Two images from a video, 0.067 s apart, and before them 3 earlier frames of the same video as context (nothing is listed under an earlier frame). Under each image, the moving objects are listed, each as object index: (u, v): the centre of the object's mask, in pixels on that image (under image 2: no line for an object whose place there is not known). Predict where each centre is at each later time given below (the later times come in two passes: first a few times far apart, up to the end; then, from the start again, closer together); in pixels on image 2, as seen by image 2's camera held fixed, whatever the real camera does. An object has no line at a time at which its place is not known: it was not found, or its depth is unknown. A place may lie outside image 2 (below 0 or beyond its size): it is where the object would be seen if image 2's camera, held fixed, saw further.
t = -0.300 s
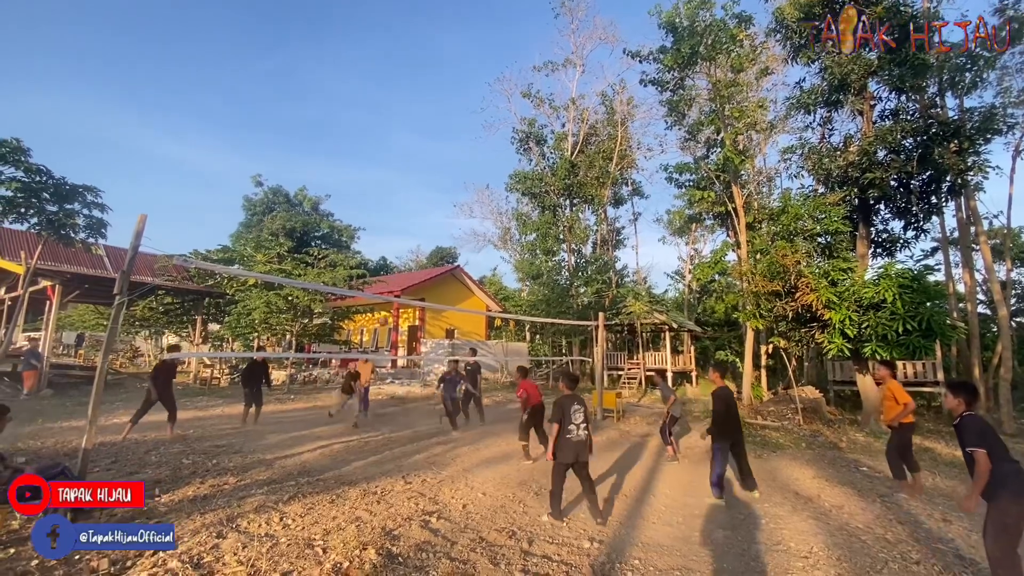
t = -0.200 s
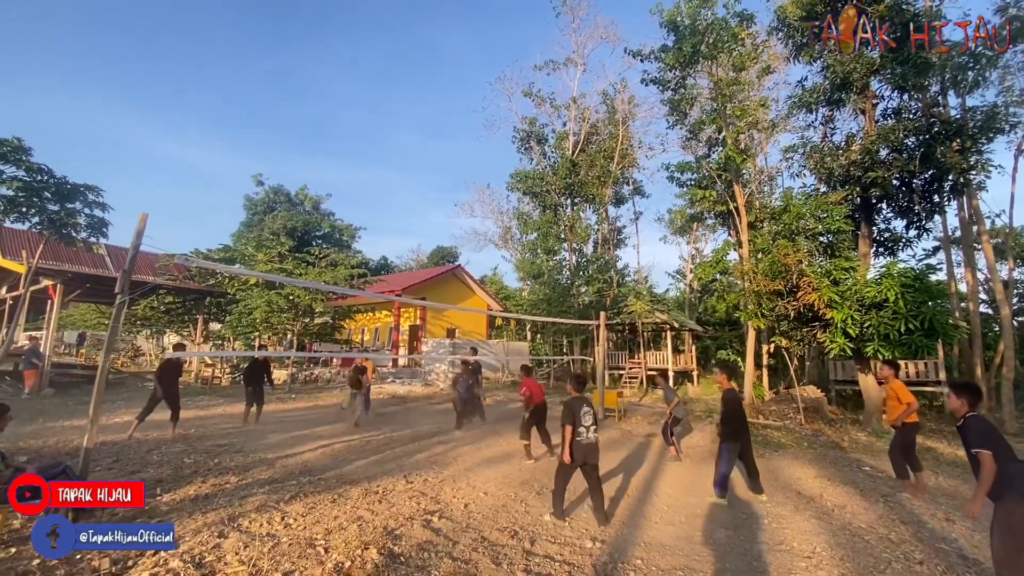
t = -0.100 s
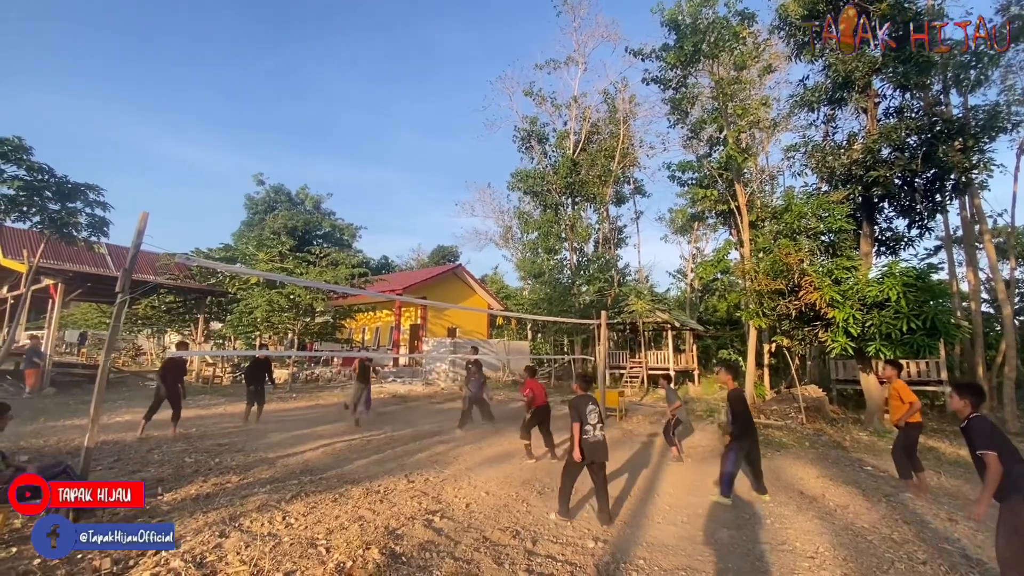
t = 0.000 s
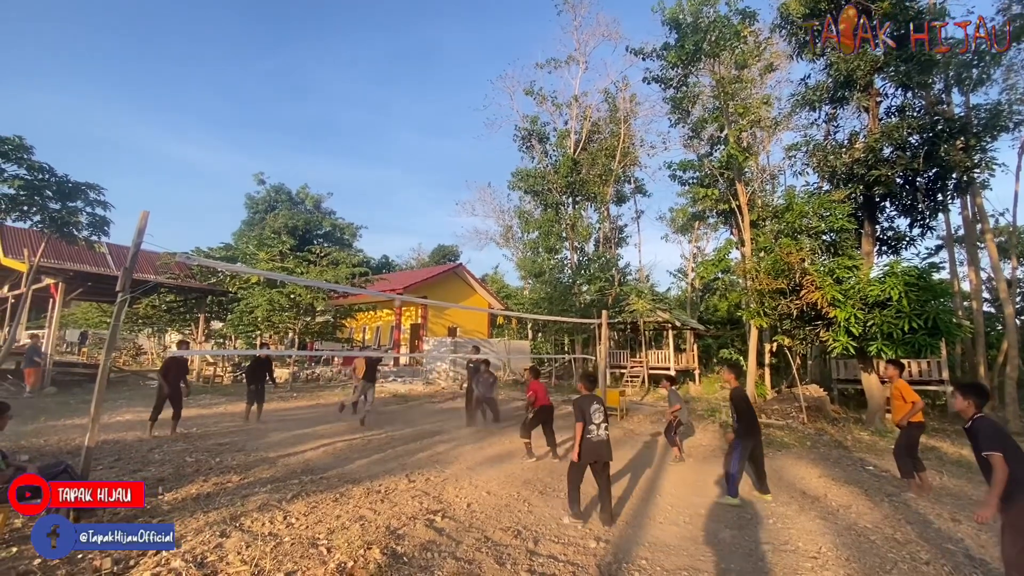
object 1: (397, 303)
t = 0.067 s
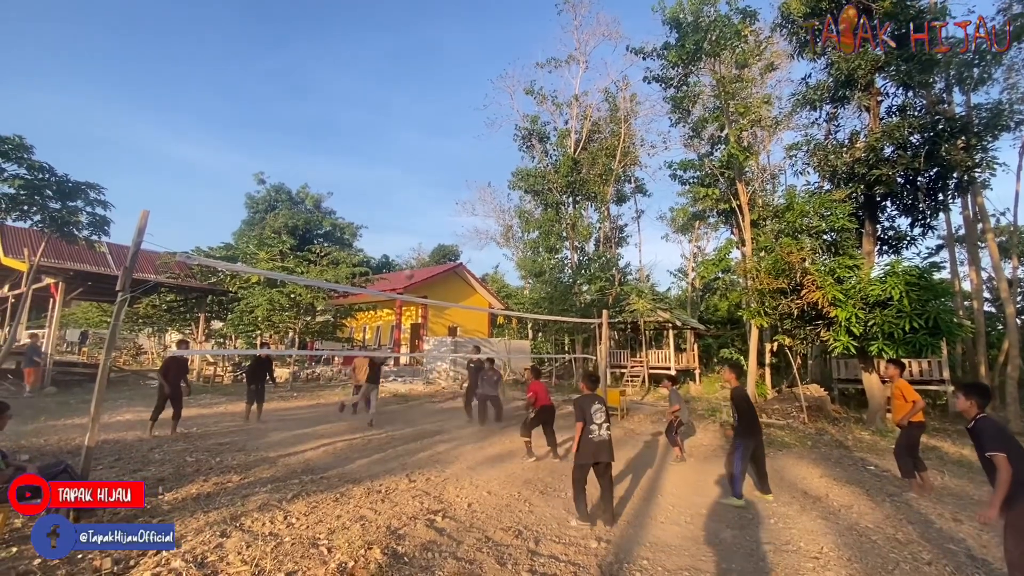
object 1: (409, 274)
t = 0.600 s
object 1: (484, 128)
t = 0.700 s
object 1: (498, 115)
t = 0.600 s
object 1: (484, 128)
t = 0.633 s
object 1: (489, 123)
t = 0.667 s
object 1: (493, 119)
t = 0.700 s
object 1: (498, 115)
